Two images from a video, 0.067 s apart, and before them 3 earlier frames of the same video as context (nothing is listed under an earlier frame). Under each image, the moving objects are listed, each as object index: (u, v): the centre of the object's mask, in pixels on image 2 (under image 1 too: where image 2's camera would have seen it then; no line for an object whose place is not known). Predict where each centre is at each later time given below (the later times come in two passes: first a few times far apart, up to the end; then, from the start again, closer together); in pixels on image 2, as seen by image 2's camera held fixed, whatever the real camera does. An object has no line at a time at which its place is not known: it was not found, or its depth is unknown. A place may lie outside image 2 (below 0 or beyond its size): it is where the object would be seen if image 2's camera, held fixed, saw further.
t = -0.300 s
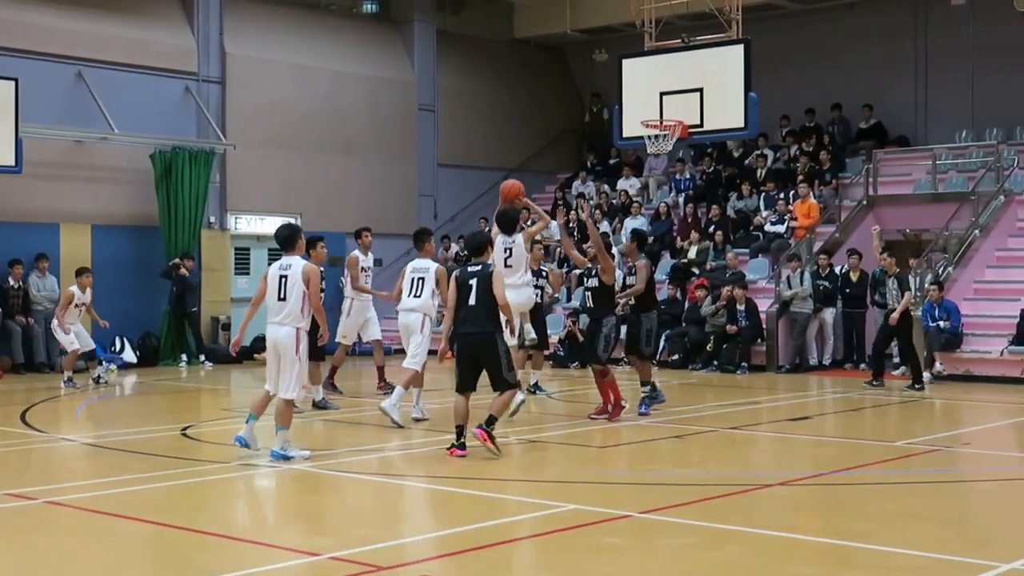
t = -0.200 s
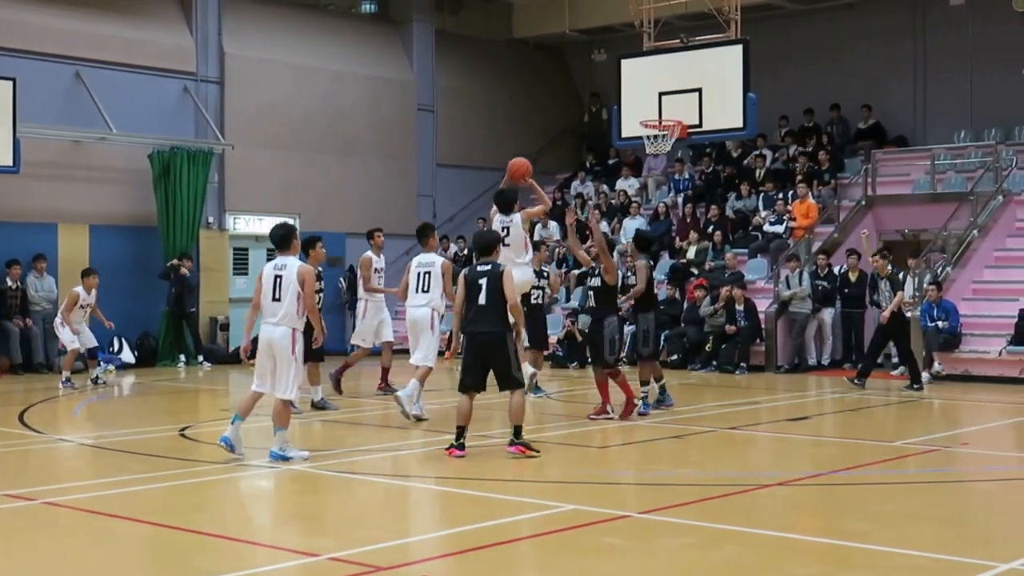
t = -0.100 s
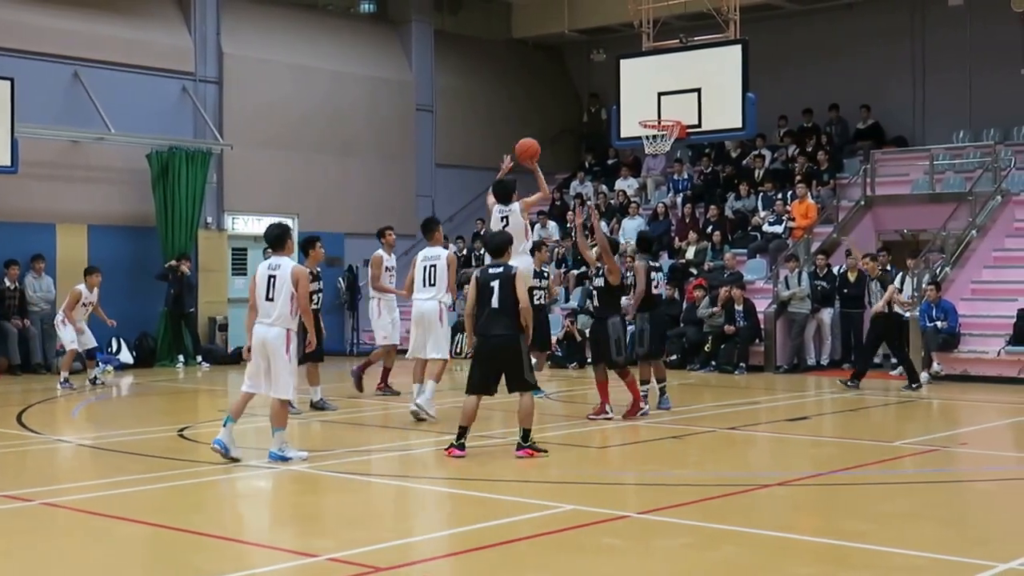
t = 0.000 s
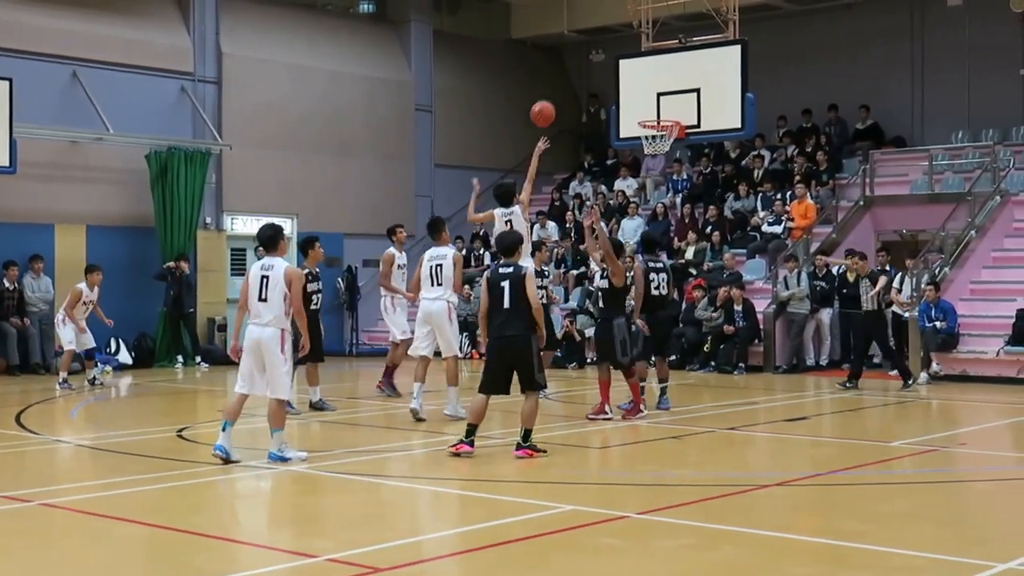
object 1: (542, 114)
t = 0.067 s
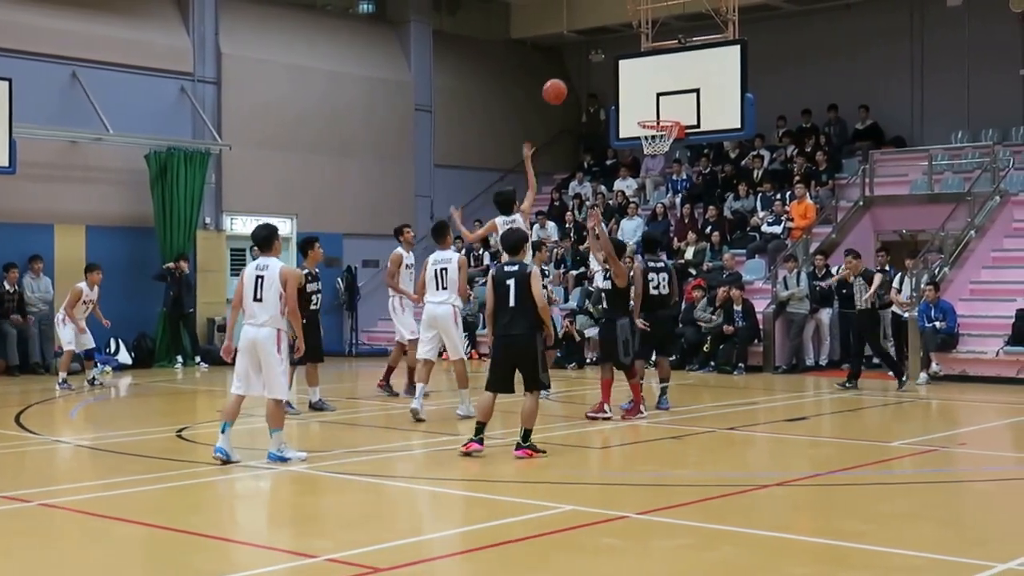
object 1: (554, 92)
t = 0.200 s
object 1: (578, 62)
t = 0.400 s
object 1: (610, 51)
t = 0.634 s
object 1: (645, 83)
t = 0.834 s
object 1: (658, 103)
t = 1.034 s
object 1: (650, 82)
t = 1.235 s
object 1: (640, 96)
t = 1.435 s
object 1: (629, 152)
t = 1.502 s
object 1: (625, 179)
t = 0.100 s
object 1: (561, 82)
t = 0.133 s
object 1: (567, 74)
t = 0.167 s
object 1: (572, 68)
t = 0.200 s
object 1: (578, 62)
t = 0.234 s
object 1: (583, 58)
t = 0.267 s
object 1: (589, 54)
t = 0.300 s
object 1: (594, 52)
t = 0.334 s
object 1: (600, 51)
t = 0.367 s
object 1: (604, 51)
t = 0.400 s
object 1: (610, 51)
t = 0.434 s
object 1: (616, 52)
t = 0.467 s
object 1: (621, 55)
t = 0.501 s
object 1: (626, 59)
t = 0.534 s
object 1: (631, 63)
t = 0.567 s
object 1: (636, 70)
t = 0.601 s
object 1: (640, 76)
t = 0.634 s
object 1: (645, 83)
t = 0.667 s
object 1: (650, 92)
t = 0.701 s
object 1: (654, 101)
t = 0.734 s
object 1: (658, 110)
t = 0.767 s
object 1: (662, 115)
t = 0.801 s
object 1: (660, 109)
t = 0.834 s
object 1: (658, 103)
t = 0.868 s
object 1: (657, 97)
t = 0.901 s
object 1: (655, 92)
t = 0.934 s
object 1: (654, 88)
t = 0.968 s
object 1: (652, 85)
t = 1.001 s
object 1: (651, 83)
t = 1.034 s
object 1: (650, 82)
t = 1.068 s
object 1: (648, 81)
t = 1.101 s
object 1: (646, 82)
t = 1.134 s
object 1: (645, 84)
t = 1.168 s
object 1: (643, 87)
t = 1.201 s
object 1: (642, 91)
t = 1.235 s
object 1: (640, 96)
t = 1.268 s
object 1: (638, 102)
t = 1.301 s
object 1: (636, 110)
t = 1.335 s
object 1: (635, 118)
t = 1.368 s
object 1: (633, 128)
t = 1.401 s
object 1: (631, 140)
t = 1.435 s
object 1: (629, 152)
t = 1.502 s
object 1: (625, 179)
